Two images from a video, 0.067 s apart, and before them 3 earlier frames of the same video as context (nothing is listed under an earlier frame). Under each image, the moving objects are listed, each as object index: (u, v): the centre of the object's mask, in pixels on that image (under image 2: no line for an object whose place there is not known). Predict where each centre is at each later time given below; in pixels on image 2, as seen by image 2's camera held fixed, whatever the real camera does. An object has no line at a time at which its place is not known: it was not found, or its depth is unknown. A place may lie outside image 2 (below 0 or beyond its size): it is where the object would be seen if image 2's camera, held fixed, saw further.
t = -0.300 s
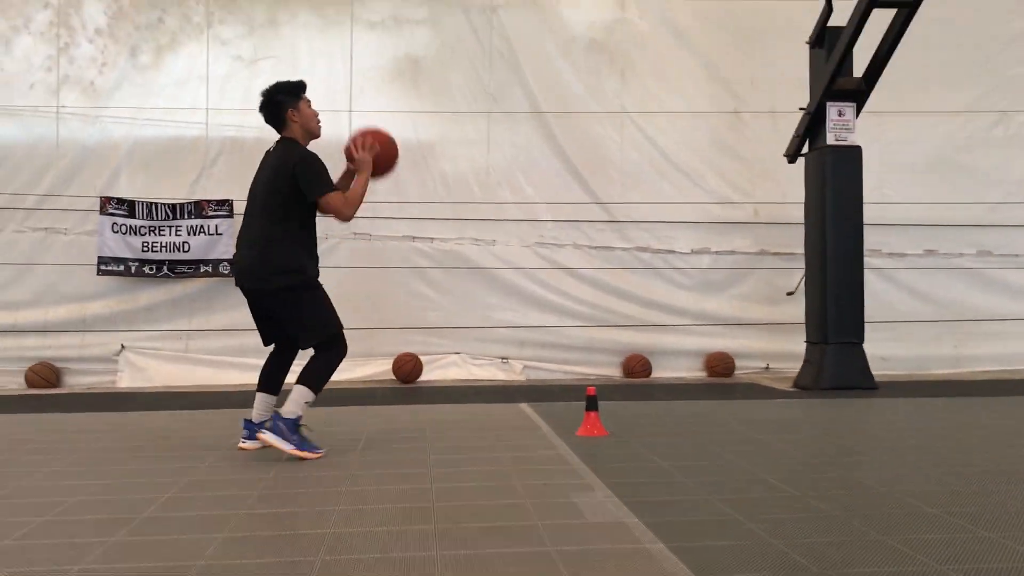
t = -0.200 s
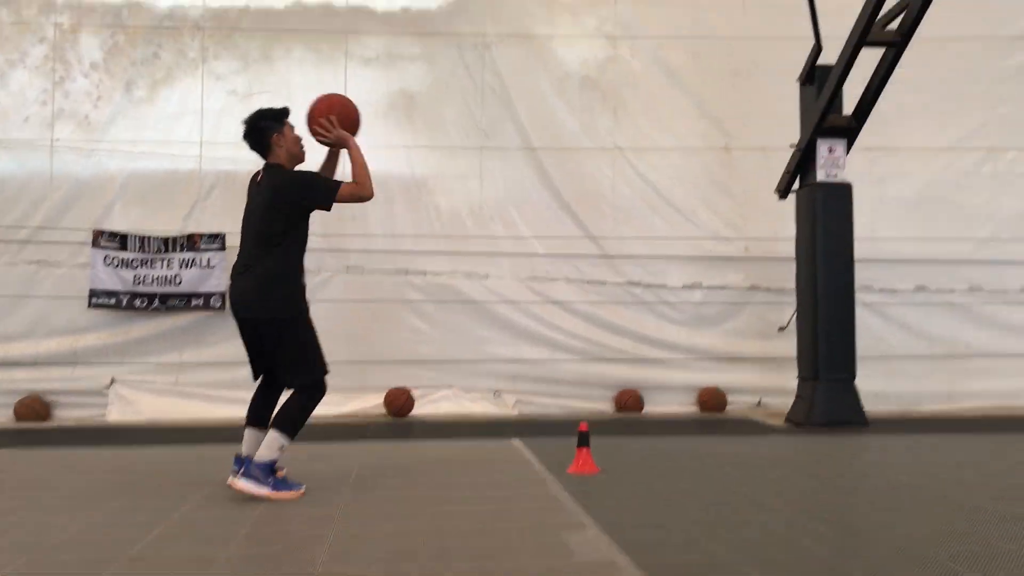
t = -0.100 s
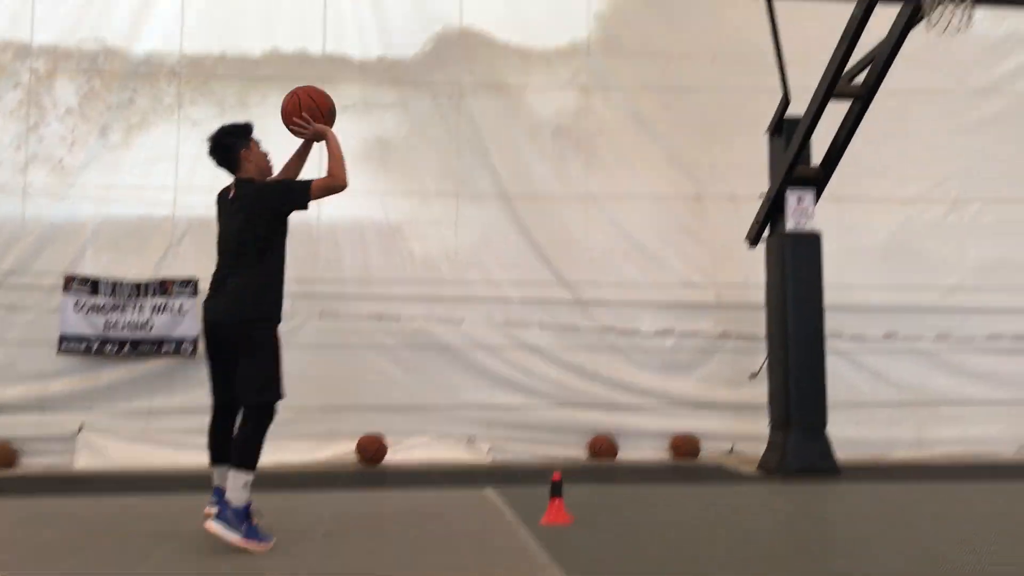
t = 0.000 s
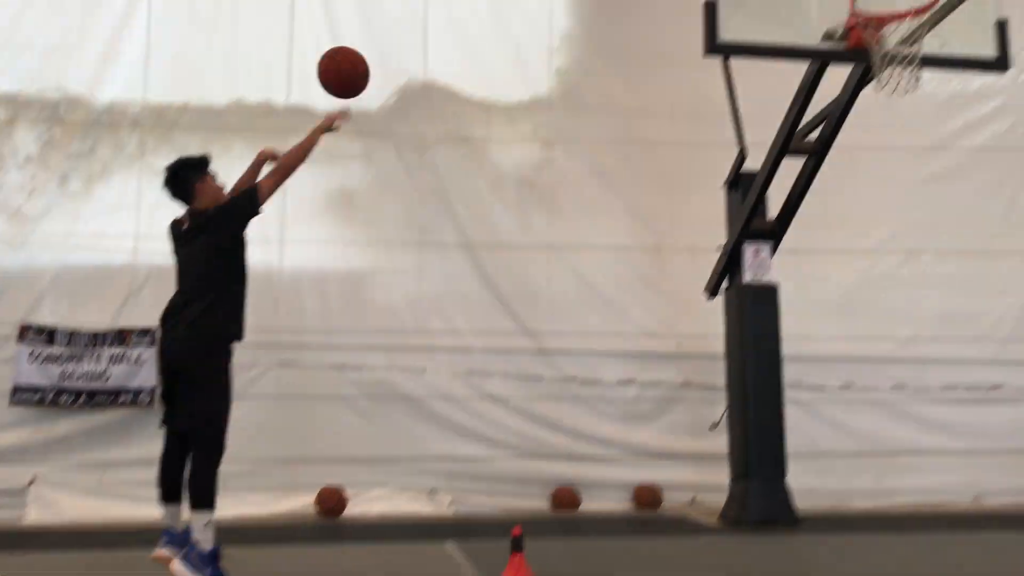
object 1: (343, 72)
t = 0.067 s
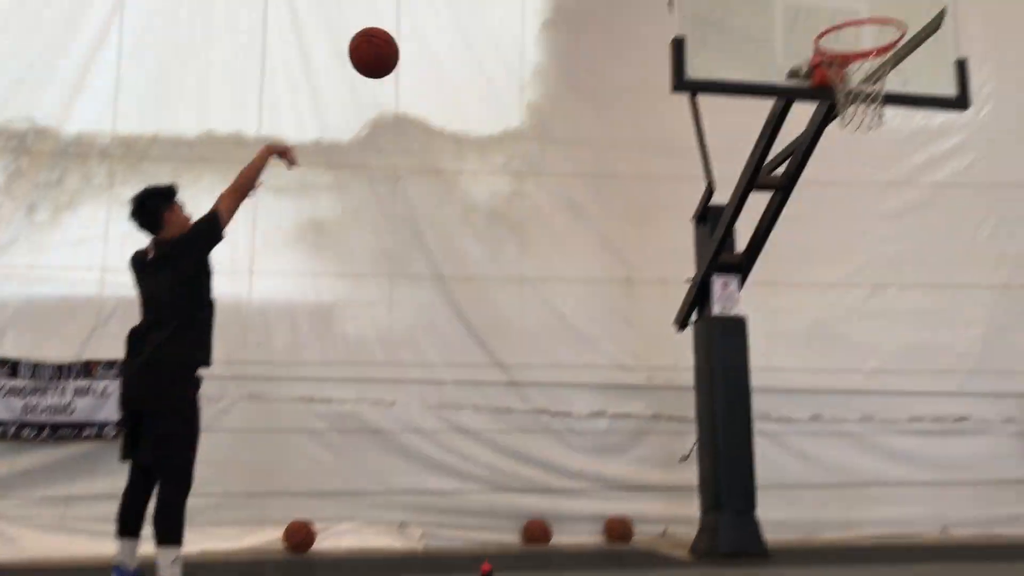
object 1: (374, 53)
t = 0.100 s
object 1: (403, 30)
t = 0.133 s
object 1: (431, 11)
